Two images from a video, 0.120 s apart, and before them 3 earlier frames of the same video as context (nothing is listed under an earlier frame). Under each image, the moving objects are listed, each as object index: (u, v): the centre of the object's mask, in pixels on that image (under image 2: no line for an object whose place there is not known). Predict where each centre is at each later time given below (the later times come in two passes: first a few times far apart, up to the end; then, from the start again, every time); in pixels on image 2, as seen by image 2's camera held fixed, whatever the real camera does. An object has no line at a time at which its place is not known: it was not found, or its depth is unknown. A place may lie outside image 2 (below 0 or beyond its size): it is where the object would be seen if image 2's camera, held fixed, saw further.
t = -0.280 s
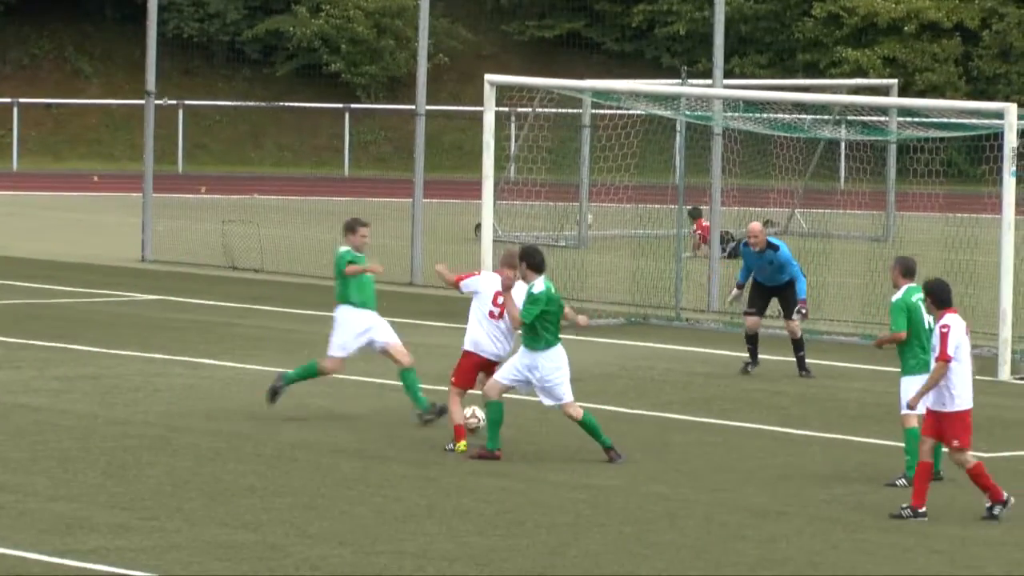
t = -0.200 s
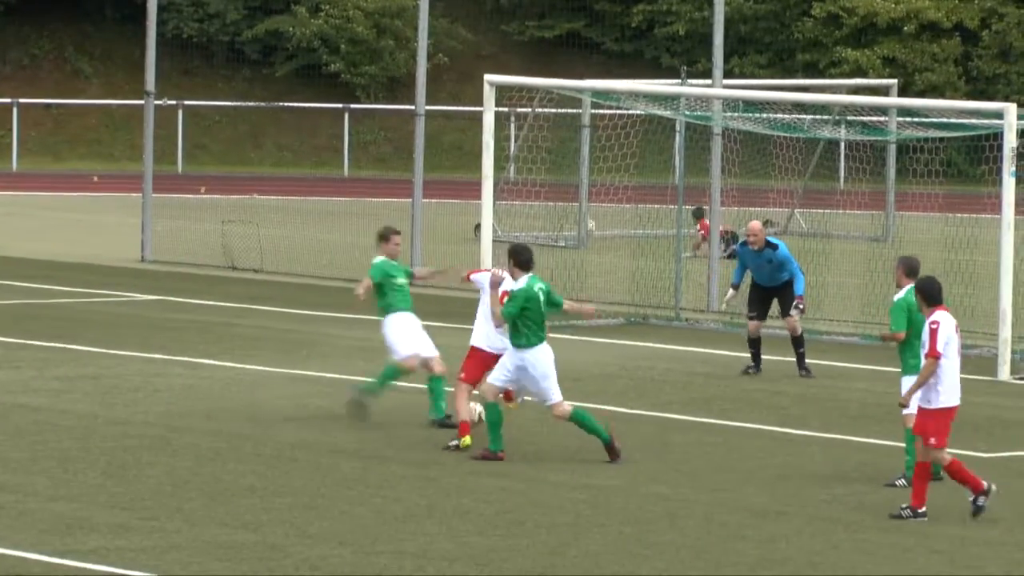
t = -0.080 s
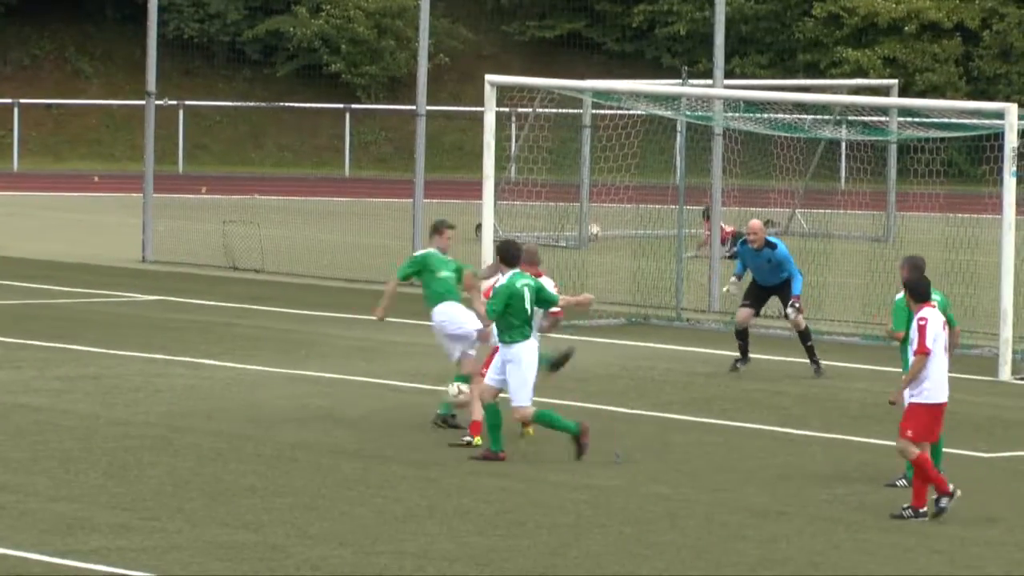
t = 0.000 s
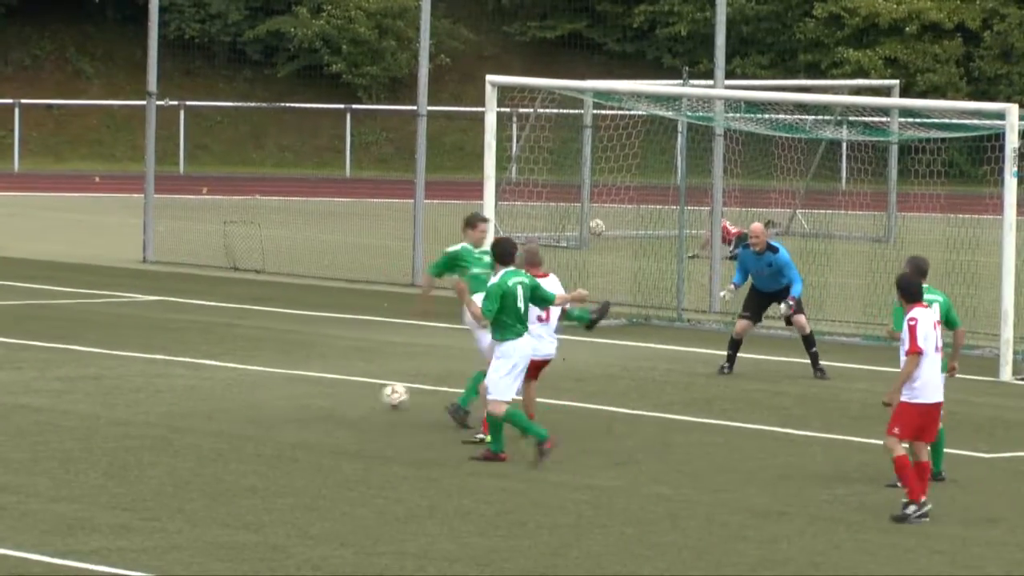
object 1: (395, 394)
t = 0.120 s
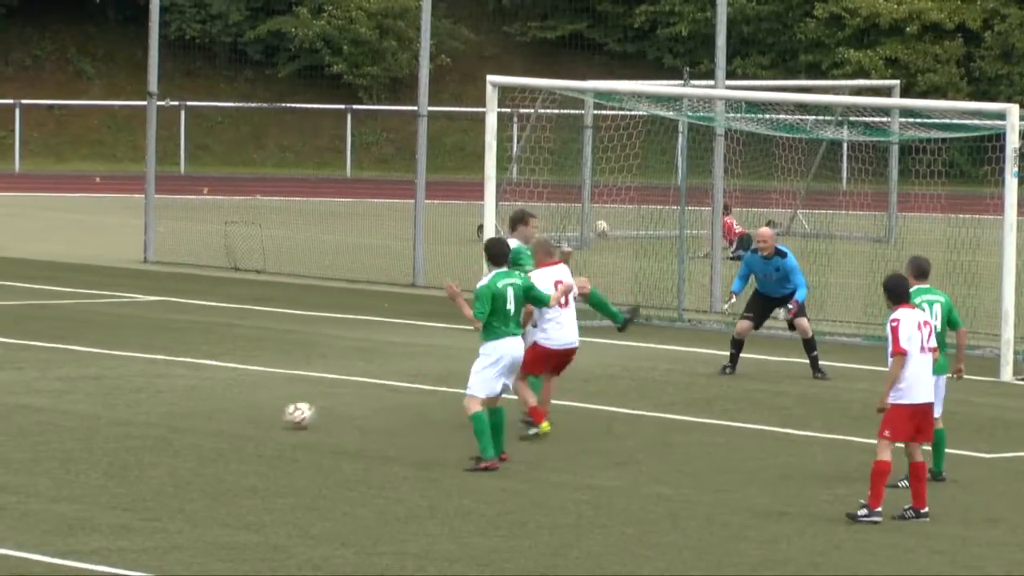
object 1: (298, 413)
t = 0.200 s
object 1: (248, 403)
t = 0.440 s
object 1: (103, 404)
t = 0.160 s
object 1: (273, 411)
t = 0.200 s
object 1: (248, 403)
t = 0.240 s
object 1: (225, 398)
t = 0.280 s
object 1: (200, 396)
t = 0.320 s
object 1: (176, 394)
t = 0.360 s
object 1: (151, 397)
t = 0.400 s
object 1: (127, 398)
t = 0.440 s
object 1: (103, 404)
